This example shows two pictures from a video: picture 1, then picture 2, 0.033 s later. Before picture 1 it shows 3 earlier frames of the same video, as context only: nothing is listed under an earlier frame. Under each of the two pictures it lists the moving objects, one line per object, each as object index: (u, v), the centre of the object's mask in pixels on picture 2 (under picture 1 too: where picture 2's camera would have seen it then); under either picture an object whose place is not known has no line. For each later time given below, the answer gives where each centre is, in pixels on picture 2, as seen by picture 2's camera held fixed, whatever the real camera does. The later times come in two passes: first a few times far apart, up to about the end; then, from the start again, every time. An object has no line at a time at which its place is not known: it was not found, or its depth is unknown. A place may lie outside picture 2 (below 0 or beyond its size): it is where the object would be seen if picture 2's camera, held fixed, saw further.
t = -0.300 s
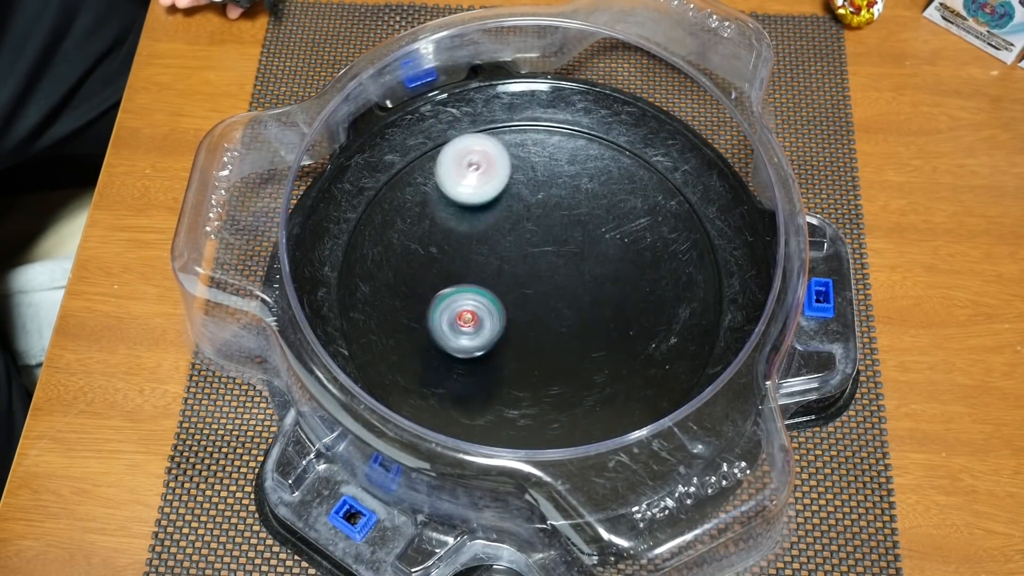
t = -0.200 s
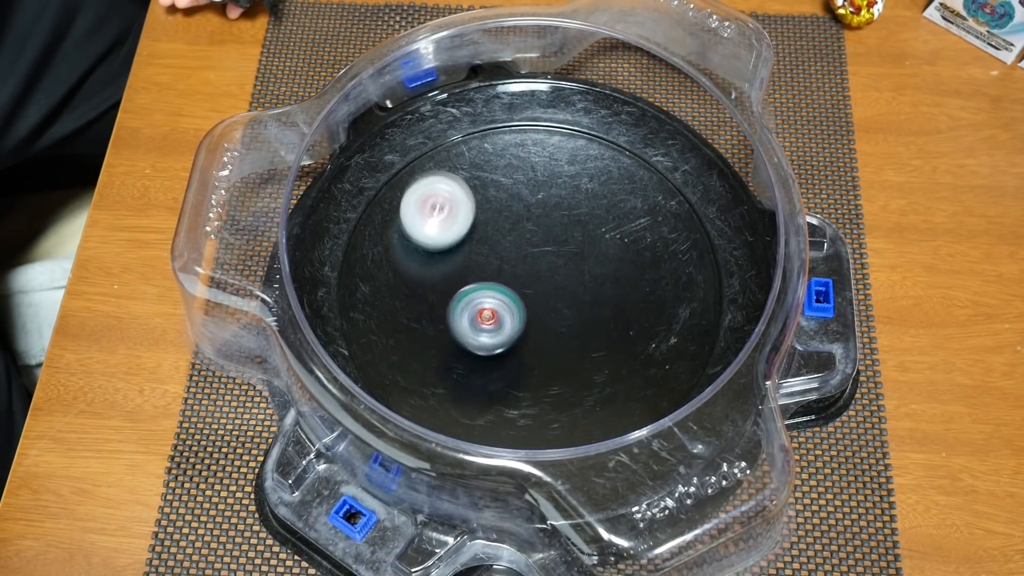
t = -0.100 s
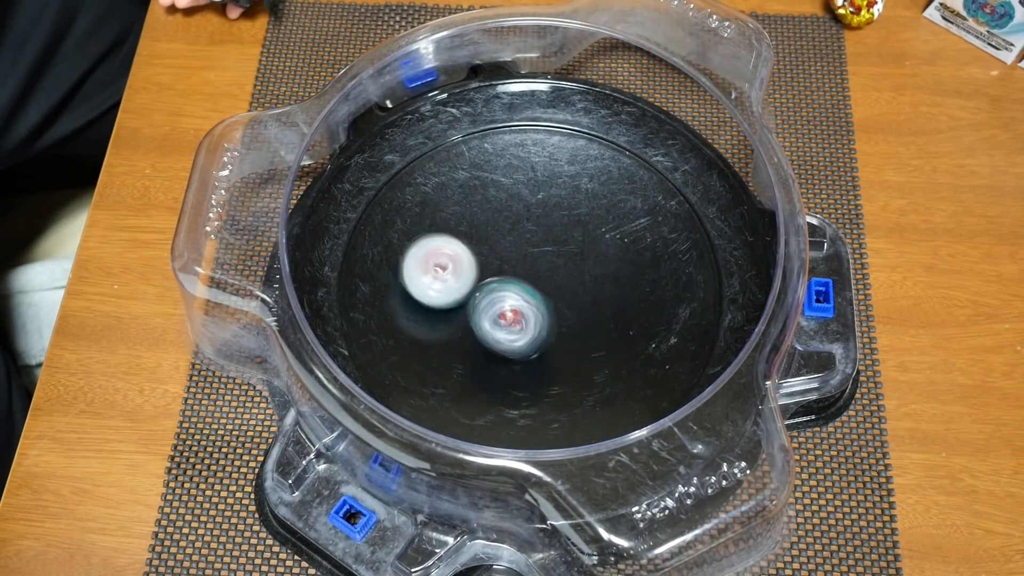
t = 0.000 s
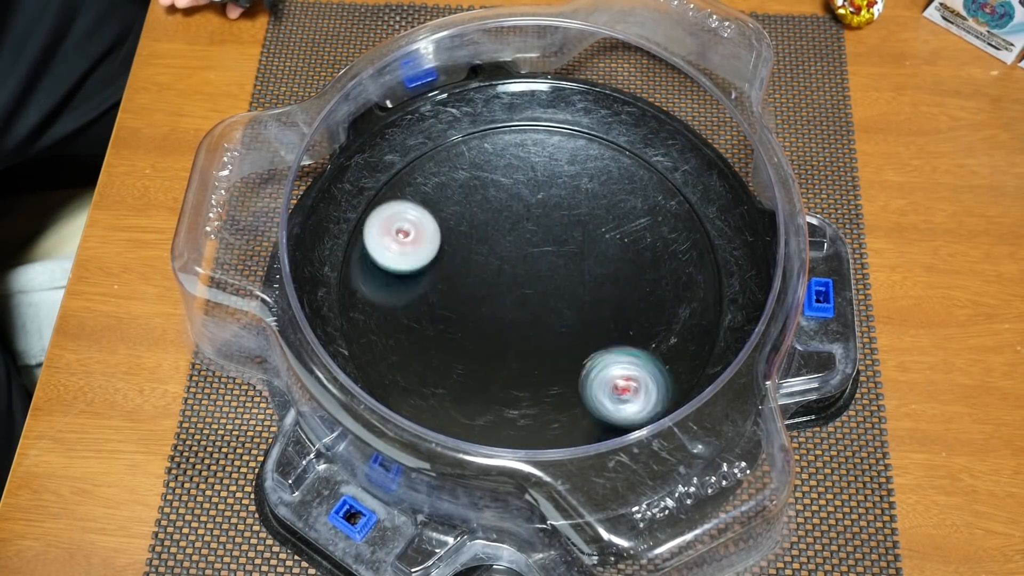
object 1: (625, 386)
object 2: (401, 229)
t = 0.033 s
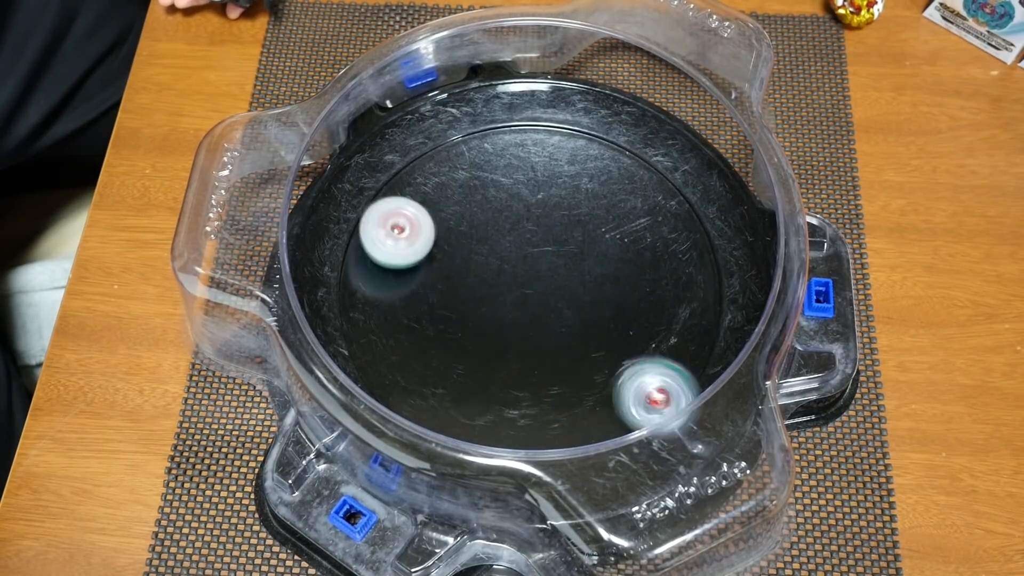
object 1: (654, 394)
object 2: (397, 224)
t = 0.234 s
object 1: (722, 372)
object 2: (418, 253)
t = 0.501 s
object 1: (697, 326)
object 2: (567, 239)
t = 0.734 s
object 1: (592, 276)
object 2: (611, 174)
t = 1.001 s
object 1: (504, 269)
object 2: (552, 157)
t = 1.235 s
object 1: (371, 329)
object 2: (619, 218)
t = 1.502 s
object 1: (438, 330)
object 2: (685, 226)
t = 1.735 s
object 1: (539, 259)
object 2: (649, 265)
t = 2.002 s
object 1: (580, 174)
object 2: (576, 341)
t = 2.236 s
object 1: (559, 187)
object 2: (540, 387)
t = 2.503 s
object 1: (543, 282)
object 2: (521, 360)
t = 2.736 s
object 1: (631, 293)
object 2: (435, 347)
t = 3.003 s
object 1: (636, 301)
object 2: (418, 316)
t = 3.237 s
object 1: (584, 310)
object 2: (453, 256)
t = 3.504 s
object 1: (491, 308)
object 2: (490, 192)
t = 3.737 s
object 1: (447, 292)
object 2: (519, 178)
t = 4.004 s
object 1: (469, 269)
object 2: (580, 220)
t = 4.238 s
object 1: (519, 247)
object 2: (629, 245)
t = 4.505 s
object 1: (566, 220)
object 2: (619, 286)
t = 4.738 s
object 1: (566, 236)
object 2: (595, 333)
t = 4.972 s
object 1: (561, 273)
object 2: (546, 341)
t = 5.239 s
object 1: (543, 290)
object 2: (486, 361)
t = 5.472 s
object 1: (550, 263)
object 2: (459, 338)
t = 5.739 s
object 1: (551, 238)
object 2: (444, 284)
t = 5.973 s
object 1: (550, 232)
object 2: (470, 230)
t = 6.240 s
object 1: (588, 267)
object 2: (445, 196)
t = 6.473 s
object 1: (571, 290)
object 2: (496, 236)
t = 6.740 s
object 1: (517, 329)
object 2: (558, 236)
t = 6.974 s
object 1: (478, 298)
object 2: (599, 242)
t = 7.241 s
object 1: (488, 247)
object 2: (579, 270)
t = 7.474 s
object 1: (533, 222)
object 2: (540, 311)
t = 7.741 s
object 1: (583, 243)
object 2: (516, 337)
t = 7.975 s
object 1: (589, 292)
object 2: (514, 298)
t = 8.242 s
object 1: (576, 335)
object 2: (473, 245)
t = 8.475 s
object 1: (507, 316)
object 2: (493, 208)
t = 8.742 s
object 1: (481, 259)
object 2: (545, 214)
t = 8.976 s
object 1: (499, 232)
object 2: (584, 252)
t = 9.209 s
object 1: (531, 236)
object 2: (573, 300)
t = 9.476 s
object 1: (549, 245)
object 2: (510, 317)
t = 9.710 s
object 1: (566, 243)
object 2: (502, 296)
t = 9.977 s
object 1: (572, 245)
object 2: (505, 303)
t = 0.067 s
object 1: (676, 393)
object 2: (394, 223)
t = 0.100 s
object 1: (692, 392)
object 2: (393, 225)
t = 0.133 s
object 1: (703, 387)
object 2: (394, 229)
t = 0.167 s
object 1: (712, 384)
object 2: (397, 236)
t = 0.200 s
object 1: (718, 377)
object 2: (406, 244)
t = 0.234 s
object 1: (722, 372)
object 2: (418, 253)
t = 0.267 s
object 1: (724, 365)
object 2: (435, 259)
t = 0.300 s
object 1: (724, 359)
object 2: (455, 263)
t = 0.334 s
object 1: (724, 353)
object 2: (476, 264)
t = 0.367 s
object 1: (721, 348)
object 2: (497, 263)
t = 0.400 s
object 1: (718, 342)
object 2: (517, 260)
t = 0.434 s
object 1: (711, 335)
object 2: (535, 254)
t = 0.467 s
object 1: (708, 331)
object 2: (552, 247)
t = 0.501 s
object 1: (697, 326)
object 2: (567, 239)
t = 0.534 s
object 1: (686, 318)
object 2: (579, 231)
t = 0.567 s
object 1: (671, 309)
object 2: (589, 220)
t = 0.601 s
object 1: (656, 302)
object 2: (596, 211)
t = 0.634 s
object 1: (640, 294)
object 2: (602, 202)
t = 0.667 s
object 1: (624, 288)
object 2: (606, 192)
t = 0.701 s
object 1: (607, 281)
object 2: (609, 186)
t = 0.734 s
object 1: (592, 276)
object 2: (611, 174)
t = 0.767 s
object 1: (576, 272)
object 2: (611, 164)
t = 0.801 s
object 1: (563, 270)
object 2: (610, 157)
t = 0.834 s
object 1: (550, 268)
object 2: (606, 150)
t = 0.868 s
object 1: (539, 267)
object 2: (599, 143)
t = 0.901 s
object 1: (529, 267)
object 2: (591, 140)
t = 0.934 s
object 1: (520, 268)
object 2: (578, 141)
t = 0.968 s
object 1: (511, 268)
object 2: (565, 146)
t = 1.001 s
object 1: (504, 269)
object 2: (552, 157)
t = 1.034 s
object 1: (495, 269)
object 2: (541, 173)
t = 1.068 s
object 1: (489, 270)
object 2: (534, 191)
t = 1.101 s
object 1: (479, 272)
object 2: (530, 212)
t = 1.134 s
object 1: (445, 290)
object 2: (555, 213)
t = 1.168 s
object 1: (415, 306)
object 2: (580, 215)
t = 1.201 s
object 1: (390, 319)
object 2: (601, 217)
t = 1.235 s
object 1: (371, 329)
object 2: (619, 218)
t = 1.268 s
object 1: (360, 336)
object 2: (635, 219)
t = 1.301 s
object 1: (363, 340)
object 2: (649, 221)
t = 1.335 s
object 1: (370, 342)
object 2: (659, 221)
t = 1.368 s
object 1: (381, 343)
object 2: (668, 221)
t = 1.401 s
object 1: (392, 342)
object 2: (675, 222)
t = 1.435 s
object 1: (407, 339)
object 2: (680, 223)
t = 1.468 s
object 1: (422, 335)
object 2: (683, 225)
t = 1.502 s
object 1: (438, 330)
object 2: (685, 226)
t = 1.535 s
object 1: (453, 323)
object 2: (684, 230)
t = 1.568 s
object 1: (469, 315)
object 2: (681, 234)
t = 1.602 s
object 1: (484, 306)
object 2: (677, 238)
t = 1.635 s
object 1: (498, 296)
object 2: (671, 243)
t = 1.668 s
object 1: (513, 284)
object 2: (665, 249)
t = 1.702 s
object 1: (526, 272)
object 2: (657, 257)
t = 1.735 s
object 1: (539, 259)
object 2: (649, 265)
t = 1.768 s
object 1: (551, 246)
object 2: (640, 273)
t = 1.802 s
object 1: (560, 233)
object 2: (631, 282)
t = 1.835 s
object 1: (568, 220)
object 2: (622, 293)
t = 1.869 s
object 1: (574, 209)
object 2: (613, 303)
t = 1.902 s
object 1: (577, 198)
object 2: (602, 315)
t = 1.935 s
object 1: (580, 187)
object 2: (593, 325)
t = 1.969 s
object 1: (581, 180)
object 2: (584, 332)
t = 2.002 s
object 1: (580, 174)
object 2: (576, 341)
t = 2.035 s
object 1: (579, 168)
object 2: (569, 348)
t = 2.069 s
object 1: (577, 167)
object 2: (563, 359)
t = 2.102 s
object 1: (573, 166)
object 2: (557, 364)
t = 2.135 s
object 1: (570, 168)
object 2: (552, 370)
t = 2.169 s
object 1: (566, 173)
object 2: (547, 378)
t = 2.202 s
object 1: (562, 178)
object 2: (544, 383)
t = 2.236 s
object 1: (559, 187)
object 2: (540, 387)
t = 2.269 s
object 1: (554, 197)
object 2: (537, 390)
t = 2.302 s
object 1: (550, 207)
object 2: (534, 391)
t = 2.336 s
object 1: (548, 219)
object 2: (533, 390)
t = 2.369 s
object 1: (545, 231)
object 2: (532, 389)
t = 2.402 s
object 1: (544, 243)
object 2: (531, 384)
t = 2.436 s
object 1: (543, 256)
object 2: (529, 378)
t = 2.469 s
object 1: (543, 270)
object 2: (526, 367)
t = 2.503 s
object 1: (543, 282)
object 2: (521, 360)
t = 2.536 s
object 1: (547, 293)
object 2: (512, 351)
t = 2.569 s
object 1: (562, 292)
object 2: (492, 348)
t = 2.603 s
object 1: (578, 292)
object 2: (475, 351)
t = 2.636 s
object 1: (593, 291)
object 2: (462, 348)
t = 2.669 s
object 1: (608, 291)
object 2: (451, 350)
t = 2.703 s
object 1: (620, 291)
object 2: (442, 348)
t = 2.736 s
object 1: (631, 293)
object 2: (435, 347)
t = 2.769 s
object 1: (639, 294)
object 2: (428, 345)
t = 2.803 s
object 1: (645, 294)
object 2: (423, 343)
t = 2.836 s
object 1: (649, 295)
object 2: (419, 340)
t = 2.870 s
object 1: (650, 297)
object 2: (417, 337)
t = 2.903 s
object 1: (648, 299)
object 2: (415, 331)
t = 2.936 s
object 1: (644, 300)
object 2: (415, 329)
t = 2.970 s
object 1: (640, 300)
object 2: (416, 324)
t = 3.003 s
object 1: (636, 301)
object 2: (418, 316)
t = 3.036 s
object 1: (631, 303)
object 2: (421, 312)
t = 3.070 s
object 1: (624, 305)
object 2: (425, 302)
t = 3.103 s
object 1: (617, 307)
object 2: (430, 294)
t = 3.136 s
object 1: (609, 308)
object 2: (436, 285)
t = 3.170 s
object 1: (602, 308)
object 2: (441, 275)
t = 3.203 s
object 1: (594, 309)
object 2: (447, 266)
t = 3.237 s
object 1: (584, 310)
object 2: (453, 256)
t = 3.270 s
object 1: (574, 311)
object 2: (458, 247)
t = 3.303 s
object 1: (563, 312)
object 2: (463, 238)
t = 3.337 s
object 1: (551, 311)
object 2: (468, 229)
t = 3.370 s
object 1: (540, 311)
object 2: (473, 221)
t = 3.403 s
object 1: (528, 310)
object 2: (477, 213)
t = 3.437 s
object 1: (516, 309)
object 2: (482, 206)
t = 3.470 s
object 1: (504, 309)
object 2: (486, 199)
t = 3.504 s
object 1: (491, 308)
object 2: (490, 192)
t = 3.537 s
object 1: (481, 306)
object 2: (494, 187)
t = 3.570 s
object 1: (472, 304)
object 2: (498, 181)
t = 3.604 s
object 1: (464, 303)
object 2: (502, 178)
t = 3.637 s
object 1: (458, 300)
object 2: (506, 175)
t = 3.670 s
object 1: (452, 298)
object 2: (510, 175)
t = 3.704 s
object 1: (449, 295)
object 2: (514, 176)
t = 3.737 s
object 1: (447, 292)
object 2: (519, 178)
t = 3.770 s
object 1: (446, 290)
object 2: (524, 182)
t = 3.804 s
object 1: (448, 287)
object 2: (530, 187)
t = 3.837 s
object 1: (450, 284)
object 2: (537, 193)
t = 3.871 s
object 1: (453, 281)
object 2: (545, 199)
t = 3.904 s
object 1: (457, 279)
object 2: (553, 205)
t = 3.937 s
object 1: (460, 276)
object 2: (562, 210)
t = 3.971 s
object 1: (464, 273)
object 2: (571, 215)
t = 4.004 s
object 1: (469, 269)
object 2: (580, 220)
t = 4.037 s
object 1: (474, 266)
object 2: (589, 225)
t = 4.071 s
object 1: (481, 263)
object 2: (598, 229)
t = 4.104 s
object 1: (488, 260)
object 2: (606, 232)
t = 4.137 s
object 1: (495, 257)
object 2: (613, 236)
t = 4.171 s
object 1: (503, 255)
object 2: (620, 239)
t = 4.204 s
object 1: (511, 251)
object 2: (625, 242)
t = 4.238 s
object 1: (519, 247)
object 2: (629, 245)
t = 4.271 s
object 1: (527, 244)
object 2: (631, 247)
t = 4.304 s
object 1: (535, 240)
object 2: (631, 249)
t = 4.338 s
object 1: (543, 236)
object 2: (629, 252)
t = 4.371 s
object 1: (551, 233)
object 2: (625, 255)
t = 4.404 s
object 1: (558, 230)
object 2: (621, 260)
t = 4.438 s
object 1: (561, 224)
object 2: (620, 269)
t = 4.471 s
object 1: (564, 221)
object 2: (620, 278)
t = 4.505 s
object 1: (566, 220)
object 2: (619, 286)
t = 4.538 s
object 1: (568, 221)
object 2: (617, 294)
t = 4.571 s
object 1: (569, 222)
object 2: (615, 302)
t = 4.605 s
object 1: (570, 224)
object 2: (611, 312)
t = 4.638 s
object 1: (570, 227)
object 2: (609, 316)
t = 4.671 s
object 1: (569, 229)
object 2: (604, 323)
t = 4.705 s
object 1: (567, 232)
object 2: (600, 328)
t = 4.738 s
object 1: (566, 236)
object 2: (595, 333)
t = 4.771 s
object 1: (565, 239)
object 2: (590, 337)
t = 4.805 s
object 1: (564, 244)
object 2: (584, 340)
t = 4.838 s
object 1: (563, 248)
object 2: (577, 342)
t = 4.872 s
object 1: (563, 253)
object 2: (571, 343)
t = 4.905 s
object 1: (562, 259)
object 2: (563, 341)
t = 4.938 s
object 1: (562, 266)
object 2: (554, 343)
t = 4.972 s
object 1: (561, 273)
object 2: (546, 341)
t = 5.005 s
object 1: (560, 279)
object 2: (537, 341)
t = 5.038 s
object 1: (561, 281)
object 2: (527, 344)
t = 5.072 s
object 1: (560, 283)
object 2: (517, 350)
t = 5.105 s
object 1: (559, 284)
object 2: (509, 353)
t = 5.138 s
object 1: (556, 286)
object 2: (501, 356)
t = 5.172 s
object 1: (552, 288)
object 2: (495, 359)
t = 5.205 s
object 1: (548, 289)
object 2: (490, 361)
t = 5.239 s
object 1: (543, 290)
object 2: (486, 361)
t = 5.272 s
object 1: (538, 291)
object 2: (484, 359)
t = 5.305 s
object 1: (534, 291)
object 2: (484, 356)
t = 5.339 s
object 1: (529, 293)
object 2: (485, 350)
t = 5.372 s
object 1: (525, 292)
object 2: (485, 344)
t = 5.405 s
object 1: (533, 281)
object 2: (475, 347)
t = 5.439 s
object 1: (543, 271)
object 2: (466, 343)
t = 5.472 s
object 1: (550, 263)
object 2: (459, 338)
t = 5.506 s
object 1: (556, 256)
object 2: (453, 333)
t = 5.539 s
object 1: (558, 252)
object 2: (448, 325)
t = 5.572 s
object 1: (558, 249)
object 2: (445, 318)
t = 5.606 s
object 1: (557, 246)
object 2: (442, 313)
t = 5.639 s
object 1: (555, 244)
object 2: (440, 308)
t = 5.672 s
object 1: (553, 242)
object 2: (440, 299)
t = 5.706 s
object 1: (552, 240)
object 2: (441, 292)
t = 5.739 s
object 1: (551, 238)
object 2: (444, 284)
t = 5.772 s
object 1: (551, 236)
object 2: (446, 275)
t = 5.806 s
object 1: (551, 234)
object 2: (449, 271)
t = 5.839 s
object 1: (550, 233)
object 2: (452, 264)
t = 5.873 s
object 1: (550, 232)
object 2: (458, 253)
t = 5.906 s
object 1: (550, 232)
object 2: (461, 245)
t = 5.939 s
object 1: (550, 232)
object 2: (465, 239)
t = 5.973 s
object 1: (550, 232)
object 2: (470, 230)
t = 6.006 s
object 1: (553, 234)
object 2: (472, 225)
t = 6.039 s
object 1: (565, 241)
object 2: (465, 213)
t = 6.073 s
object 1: (574, 247)
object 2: (460, 208)
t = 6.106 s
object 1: (580, 252)
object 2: (455, 203)
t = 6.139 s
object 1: (583, 257)
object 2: (451, 197)
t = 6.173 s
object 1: (586, 260)
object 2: (449, 195)
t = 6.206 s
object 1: (587, 264)
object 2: (445, 197)
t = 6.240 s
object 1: (588, 267)
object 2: (445, 196)
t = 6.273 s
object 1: (588, 269)
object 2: (449, 200)
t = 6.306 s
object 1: (587, 272)
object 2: (453, 209)
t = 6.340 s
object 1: (585, 275)
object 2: (460, 212)
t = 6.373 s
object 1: (583, 279)
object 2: (468, 220)
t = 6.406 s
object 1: (579, 283)
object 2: (478, 224)
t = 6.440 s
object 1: (576, 287)
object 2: (487, 229)
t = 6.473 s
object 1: (571, 290)
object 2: (496, 236)
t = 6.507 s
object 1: (566, 293)
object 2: (507, 247)
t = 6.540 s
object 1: (564, 302)
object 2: (515, 241)
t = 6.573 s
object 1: (558, 311)
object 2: (521, 242)
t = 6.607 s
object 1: (551, 319)
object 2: (527, 237)
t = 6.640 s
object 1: (542, 324)
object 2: (535, 236)
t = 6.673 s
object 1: (533, 327)
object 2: (543, 240)
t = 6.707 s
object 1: (525, 329)
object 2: (551, 237)
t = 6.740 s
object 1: (517, 329)
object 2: (558, 236)
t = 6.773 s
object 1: (510, 327)
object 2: (565, 240)
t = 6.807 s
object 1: (502, 324)
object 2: (573, 237)
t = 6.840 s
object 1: (495, 320)
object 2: (579, 238)
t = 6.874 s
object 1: (488, 316)
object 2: (585, 238)
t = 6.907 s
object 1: (484, 311)
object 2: (591, 240)
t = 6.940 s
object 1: (481, 305)
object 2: (596, 240)
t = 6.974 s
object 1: (478, 298)
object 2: (599, 242)
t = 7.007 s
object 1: (476, 291)
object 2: (600, 244)
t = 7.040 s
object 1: (475, 284)
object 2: (601, 245)
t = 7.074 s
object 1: (475, 278)
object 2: (600, 248)
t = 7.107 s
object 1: (477, 271)
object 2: (597, 253)
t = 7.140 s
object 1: (479, 265)
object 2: (593, 254)
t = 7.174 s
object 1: (481, 258)
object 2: (590, 258)
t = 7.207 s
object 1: (484, 252)
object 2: (583, 267)
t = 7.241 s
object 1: (488, 247)
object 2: (579, 270)
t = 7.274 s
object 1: (494, 241)
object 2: (572, 277)
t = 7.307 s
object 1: (500, 235)
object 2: (567, 282)
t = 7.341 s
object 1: (505, 231)
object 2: (562, 288)
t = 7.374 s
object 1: (511, 227)
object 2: (556, 294)
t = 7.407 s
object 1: (518, 225)
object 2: (551, 300)
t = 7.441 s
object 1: (526, 223)
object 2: (545, 306)
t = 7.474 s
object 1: (533, 222)
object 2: (540, 311)
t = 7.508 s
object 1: (540, 222)
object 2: (535, 317)
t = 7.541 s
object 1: (547, 224)
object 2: (531, 321)
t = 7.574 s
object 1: (554, 225)
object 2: (525, 326)
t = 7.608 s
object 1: (560, 228)
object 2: (521, 332)
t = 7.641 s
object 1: (566, 231)
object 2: (519, 333)
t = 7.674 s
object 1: (572, 235)
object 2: (516, 338)
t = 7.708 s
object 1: (578, 239)
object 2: (516, 337)
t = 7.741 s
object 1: (583, 243)
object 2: (516, 337)
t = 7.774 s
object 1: (587, 248)
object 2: (516, 337)
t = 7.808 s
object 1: (590, 255)
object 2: (517, 331)
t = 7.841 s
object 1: (592, 263)
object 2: (517, 325)
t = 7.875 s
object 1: (593, 269)
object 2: (518, 321)
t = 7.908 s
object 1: (593, 276)
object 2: (517, 313)
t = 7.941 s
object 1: (591, 284)
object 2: (515, 305)
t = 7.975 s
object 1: (589, 292)
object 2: (514, 298)
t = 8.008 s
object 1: (596, 300)
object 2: (502, 287)
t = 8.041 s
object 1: (600, 308)
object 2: (492, 279)
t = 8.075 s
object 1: (600, 316)
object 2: (486, 271)
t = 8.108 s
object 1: (600, 322)
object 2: (481, 268)
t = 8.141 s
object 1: (596, 326)
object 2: (478, 261)
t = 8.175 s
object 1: (589, 331)
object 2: (476, 258)
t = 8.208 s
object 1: (583, 334)
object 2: (474, 250)
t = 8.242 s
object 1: (576, 335)
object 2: (473, 245)
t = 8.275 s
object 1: (567, 336)
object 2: (474, 238)
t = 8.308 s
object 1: (557, 336)
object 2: (474, 231)
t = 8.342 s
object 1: (548, 333)
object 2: (476, 225)
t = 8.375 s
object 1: (536, 331)
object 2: (479, 220)
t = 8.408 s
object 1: (526, 328)
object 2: (483, 218)
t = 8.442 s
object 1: (517, 322)
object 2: (488, 214)
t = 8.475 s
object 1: (507, 316)
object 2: (493, 208)
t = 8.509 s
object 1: (500, 310)
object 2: (499, 206)
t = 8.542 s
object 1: (493, 303)
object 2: (505, 205)
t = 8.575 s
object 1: (486, 295)
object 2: (512, 204)
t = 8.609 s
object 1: (482, 288)
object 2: (519, 204)
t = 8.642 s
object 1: (480, 280)
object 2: (525, 209)
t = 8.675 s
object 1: (477, 273)
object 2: (532, 208)
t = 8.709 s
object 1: (478, 266)
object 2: (539, 210)
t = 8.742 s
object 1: (481, 259)
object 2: (545, 214)
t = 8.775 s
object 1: (482, 252)
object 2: (550, 217)
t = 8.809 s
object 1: (485, 247)
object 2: (558, 223)
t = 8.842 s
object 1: (483, 241)
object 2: (570, 229)
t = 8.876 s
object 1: (484, 237)
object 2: (576, 236)
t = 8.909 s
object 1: (488, 233)
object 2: (580, 242)
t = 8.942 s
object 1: (492, 232)
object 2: (583, 247)
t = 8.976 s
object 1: (499, 232)
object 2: (584, 252)
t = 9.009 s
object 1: (505, 231)
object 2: (584, 257)
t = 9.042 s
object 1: (511, 233)
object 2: (584, 264)
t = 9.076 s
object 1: (519, 235)
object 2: (582, 270)
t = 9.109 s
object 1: (523, 232)
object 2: (582, 278)
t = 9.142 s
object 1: (526, 233)
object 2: (581, 288)
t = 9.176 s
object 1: (528, 232)
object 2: (580, 294)
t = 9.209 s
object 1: (531, 236)
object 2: (573, 300)
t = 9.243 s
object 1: (535, 238)
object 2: (566, 302)
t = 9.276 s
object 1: (535, 244)
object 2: (558, 304)
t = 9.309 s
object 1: (540, 247)
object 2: (552, 305)
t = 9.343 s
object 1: (543, 246)
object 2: (542, 308)
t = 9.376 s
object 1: (548, 241)
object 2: (532, 314)
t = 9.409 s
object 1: (550, 241)
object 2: (523, 318)
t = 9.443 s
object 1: (552, 243)
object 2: (515, 322)
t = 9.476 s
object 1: (549, 245)
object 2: (510, 317)
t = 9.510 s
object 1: (550, 245)
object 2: (507, 314)
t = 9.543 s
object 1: (548, 246)
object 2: (507, 308)
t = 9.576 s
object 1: (548, 248)
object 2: (508, 303)
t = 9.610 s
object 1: (547, 247)
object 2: (509, 299)
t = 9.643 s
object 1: (555, 245)
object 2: (504, 299)
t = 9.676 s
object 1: (562, 241)
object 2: (502, 297)
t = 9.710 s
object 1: (566, 243)
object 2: (502, 296)
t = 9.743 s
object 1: (564, 243)
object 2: (503, 296)
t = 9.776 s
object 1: (564, 245)
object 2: (508, 296)
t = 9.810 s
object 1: (567, 242)
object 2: (506, 299)
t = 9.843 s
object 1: (569, 246)
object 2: (507, 297)
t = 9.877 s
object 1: (564, 246)
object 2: (508, 293)
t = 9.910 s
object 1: (564, 246)
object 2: (510, 292)
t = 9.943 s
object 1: (568, 243)
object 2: (507, 299)
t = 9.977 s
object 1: (572, 245)
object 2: (505, 303)
